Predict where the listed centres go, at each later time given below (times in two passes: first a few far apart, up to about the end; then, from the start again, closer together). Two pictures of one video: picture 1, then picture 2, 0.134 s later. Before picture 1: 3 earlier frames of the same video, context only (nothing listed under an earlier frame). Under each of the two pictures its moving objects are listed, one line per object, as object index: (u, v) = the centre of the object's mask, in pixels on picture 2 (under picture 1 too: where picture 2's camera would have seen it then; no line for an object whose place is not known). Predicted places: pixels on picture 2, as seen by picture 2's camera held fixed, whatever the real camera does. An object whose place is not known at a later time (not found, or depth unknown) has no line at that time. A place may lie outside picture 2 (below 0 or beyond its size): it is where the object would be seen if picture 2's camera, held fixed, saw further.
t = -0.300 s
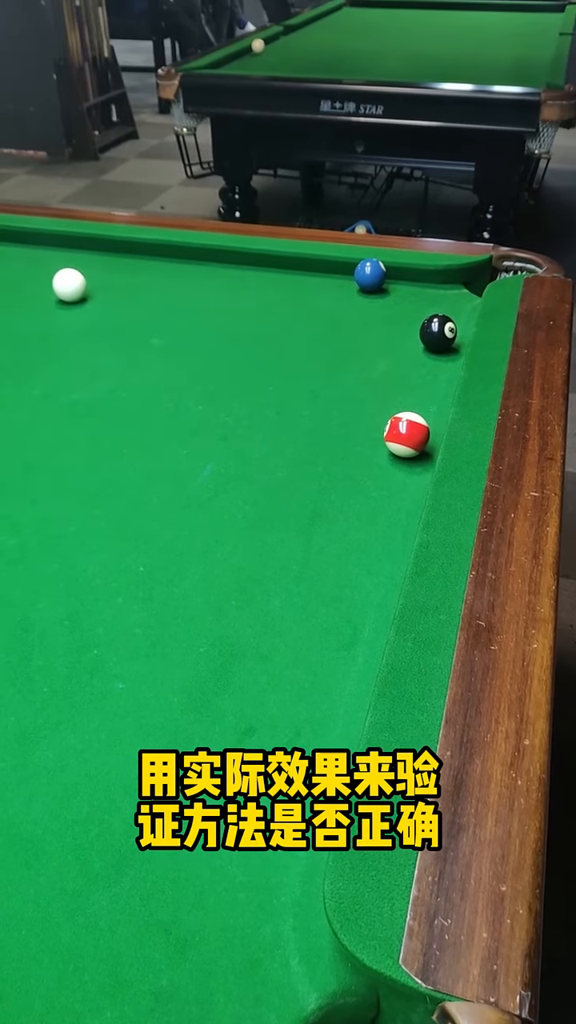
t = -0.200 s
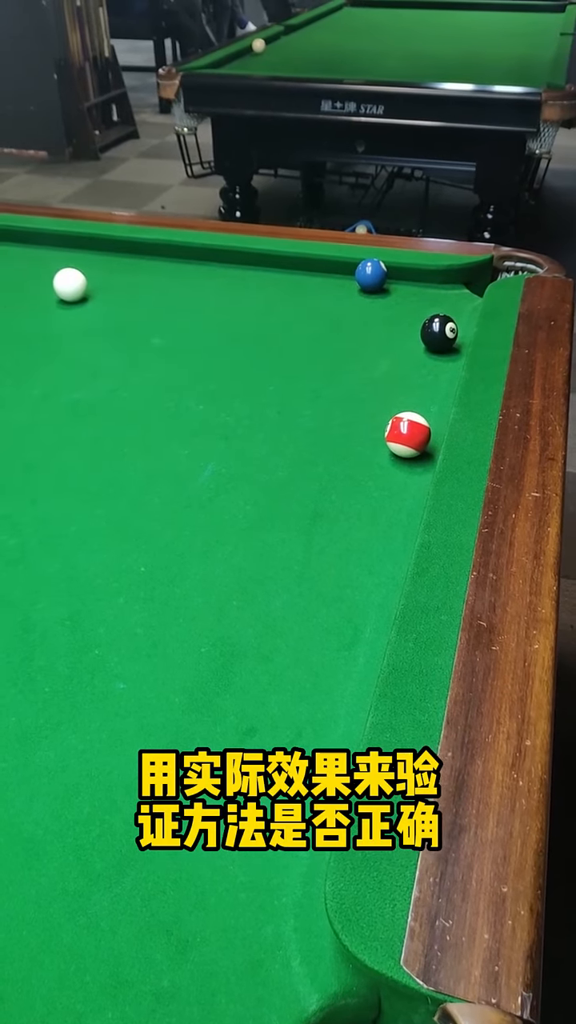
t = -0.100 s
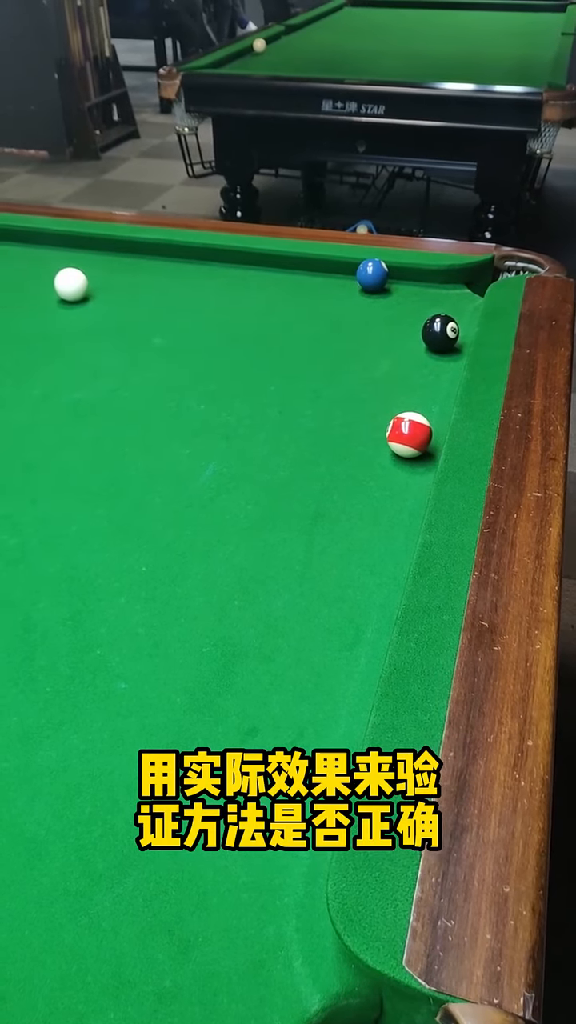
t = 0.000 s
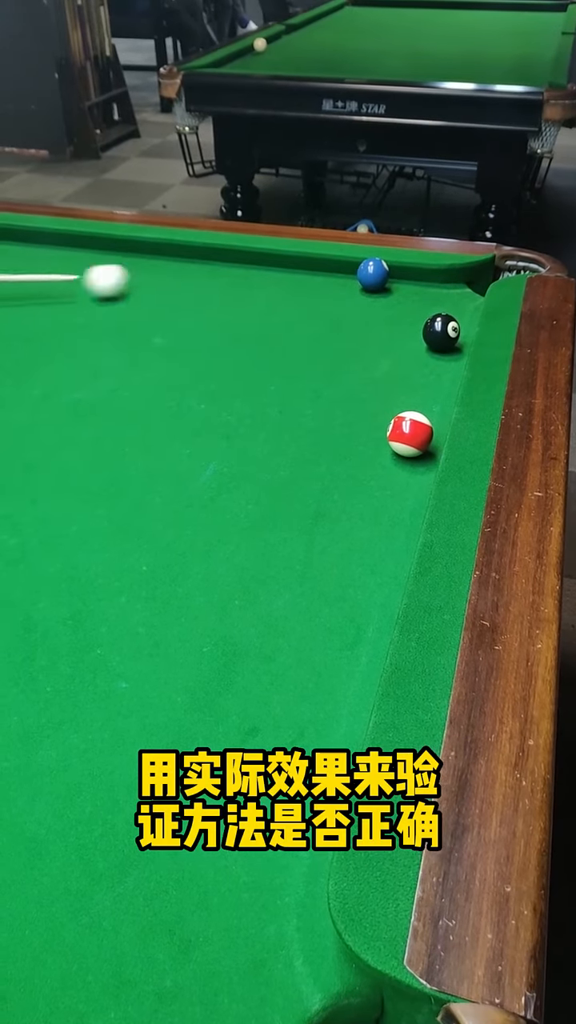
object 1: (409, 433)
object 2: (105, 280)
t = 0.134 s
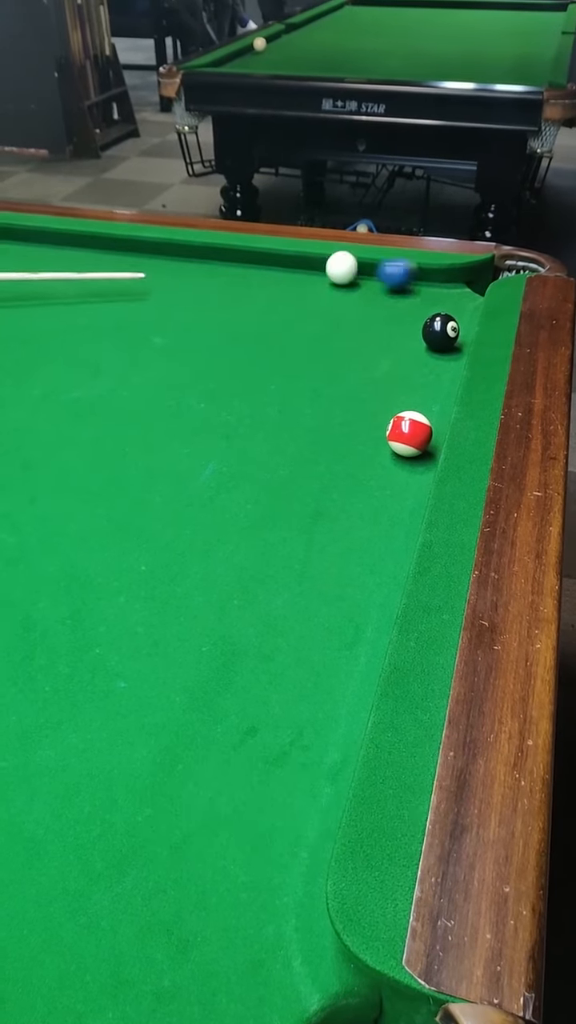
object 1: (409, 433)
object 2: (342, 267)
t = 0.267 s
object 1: (409, 433)
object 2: (323, 283)
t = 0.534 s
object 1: (409, 434)
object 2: (339, 326)
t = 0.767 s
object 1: (409, 434)
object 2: (379, 370)
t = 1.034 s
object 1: (407, 447)
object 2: (430, 413)
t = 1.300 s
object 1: (402, 488)
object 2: (381, 414)
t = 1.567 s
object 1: (391, 530)
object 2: (340, 413)
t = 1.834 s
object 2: (305, 413)
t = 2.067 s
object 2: (278, 412)
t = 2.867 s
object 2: (221, 412)
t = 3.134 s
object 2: (214, 411)
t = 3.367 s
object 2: (213, 411)
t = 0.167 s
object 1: (409, 433)
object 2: (340, 267)
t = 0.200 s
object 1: (409, 433)
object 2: (333, 272)
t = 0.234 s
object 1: (409, 433)
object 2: (327, 277)
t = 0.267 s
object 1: (409, 433)
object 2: (323, 283)
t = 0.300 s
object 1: (409, 433)
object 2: (320, 288)
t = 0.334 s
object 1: (409, 433)
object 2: (319, 293)
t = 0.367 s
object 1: (409, 433)
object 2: (319, 299)
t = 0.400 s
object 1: (409, 434)
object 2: (321, 304)
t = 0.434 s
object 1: (409, 433)
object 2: (325, 310)
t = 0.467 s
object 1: (409, 434)
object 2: (329, 315)
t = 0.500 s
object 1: (409, 433)
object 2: (334, 320)
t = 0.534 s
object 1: (409, 434)
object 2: (339, 326)
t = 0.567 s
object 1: (409, 434)
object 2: (345, 332)
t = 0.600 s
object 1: (409, 433)
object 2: (350, 338)
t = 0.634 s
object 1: (409, 433)
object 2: (356, 344)
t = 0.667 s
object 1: (409, 433)
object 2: (361, 350)
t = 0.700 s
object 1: (409, 433)
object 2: (367, 357)
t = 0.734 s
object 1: (409, 433)
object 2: (373, 363)
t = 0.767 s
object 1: (409, 434)
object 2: (379, 370)
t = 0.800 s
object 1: (409, 434)
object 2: (385, 377)
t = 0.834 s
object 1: (409, 434)
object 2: (391, 384)
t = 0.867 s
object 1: (409, 434)
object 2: (397, 391)
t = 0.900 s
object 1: (409, 434)
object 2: (403, 396)
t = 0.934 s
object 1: (409, 434)
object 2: (411, 401)
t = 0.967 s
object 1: (408, 437)
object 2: (418, 407)
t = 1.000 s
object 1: (407, 443)
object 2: (426, 410)
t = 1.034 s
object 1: (407, 447)
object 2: (430, 413)
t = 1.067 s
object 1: (406, 453)
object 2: (423, 413)
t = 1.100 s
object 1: (406, 458)
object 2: (417, 414)
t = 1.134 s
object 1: (405, 462)
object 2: (410, 414)
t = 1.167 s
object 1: (404, 468)
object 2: (404, 414)
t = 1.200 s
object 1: (404, 473)
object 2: (398, 414)
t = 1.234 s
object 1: (403, 478)
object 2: (393, 414)
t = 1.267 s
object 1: (402, 483)
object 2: (387, 414)
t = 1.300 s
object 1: (402, 488)
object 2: (381, 414)
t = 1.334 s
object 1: (401, 493)
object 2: (376, 414)
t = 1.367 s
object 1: (400, 499)
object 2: (370, 414)
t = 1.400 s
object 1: (399, 504)
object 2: (365, 414)
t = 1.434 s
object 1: (398, 509)
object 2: (360, 413)
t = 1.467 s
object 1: (397, 515)
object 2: (355, 414)
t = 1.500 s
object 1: (396, 520)
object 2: (350, 413)
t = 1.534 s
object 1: (393, 525)
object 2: (345, 413)
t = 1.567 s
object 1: (391, 530)
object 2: (340, 413)
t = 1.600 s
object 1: (389, 535)
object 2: (335, 413)
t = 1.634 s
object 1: (386, 540)
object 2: (330, 413)
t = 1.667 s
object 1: (384, 545)
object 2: (326, 413)
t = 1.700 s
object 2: (321, 413)
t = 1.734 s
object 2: (317, 413)
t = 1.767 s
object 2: (313, 413)
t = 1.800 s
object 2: (309, 413)
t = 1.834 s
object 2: (305, 413)
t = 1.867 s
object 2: (300, 413)
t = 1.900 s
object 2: (296, 413)
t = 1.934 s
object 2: (292, 412)
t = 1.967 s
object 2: (288, 412)
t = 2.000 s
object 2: (285, 412)
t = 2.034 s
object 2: (281, 412)
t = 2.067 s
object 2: (278, 412)
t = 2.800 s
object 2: (224, 412)
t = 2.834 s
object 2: (223, 412)
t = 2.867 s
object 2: (221, 412)
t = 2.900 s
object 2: (220, 412)
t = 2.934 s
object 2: (219, 412)
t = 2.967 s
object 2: (218, 412)
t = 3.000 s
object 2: (217, 411)
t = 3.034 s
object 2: (216, 411)
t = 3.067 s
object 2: (215, 411)
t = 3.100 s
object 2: (215, 411)
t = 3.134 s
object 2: (214, 411)
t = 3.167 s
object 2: (213, 411)
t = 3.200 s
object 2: (213, 411)
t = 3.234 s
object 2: (213, 411)
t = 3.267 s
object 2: (213, 411)
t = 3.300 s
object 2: (212, 411)
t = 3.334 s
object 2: (213, 411)
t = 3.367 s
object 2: (213, 411)
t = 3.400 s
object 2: (213, 411)
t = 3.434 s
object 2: (213, 411)
